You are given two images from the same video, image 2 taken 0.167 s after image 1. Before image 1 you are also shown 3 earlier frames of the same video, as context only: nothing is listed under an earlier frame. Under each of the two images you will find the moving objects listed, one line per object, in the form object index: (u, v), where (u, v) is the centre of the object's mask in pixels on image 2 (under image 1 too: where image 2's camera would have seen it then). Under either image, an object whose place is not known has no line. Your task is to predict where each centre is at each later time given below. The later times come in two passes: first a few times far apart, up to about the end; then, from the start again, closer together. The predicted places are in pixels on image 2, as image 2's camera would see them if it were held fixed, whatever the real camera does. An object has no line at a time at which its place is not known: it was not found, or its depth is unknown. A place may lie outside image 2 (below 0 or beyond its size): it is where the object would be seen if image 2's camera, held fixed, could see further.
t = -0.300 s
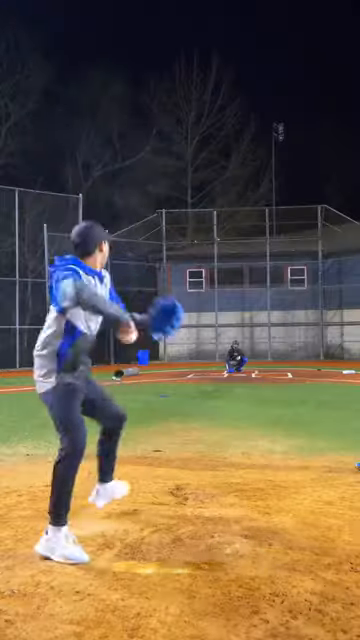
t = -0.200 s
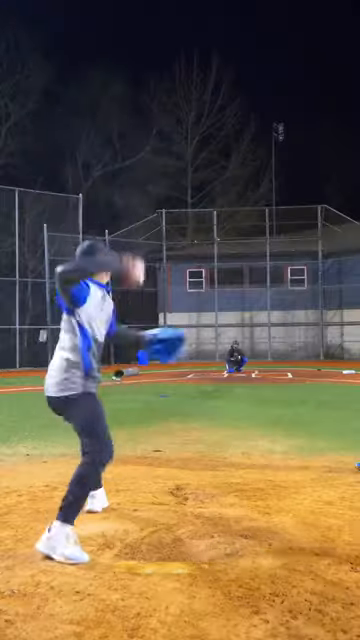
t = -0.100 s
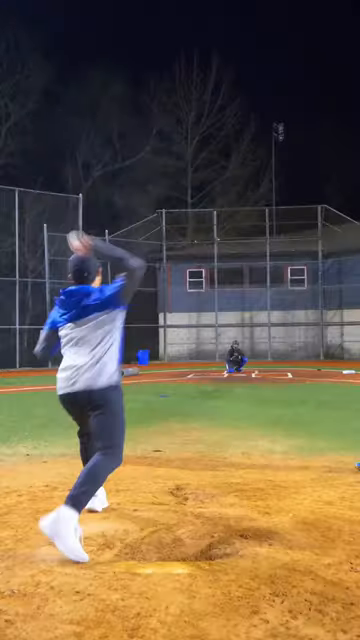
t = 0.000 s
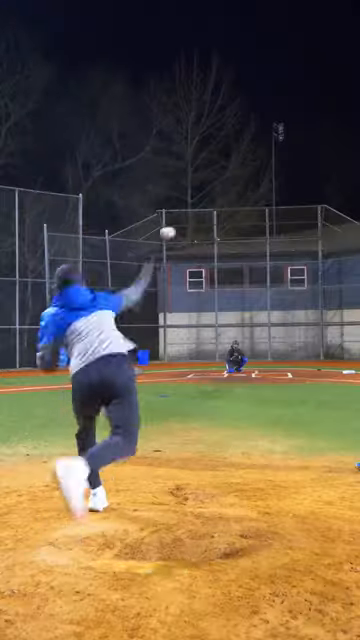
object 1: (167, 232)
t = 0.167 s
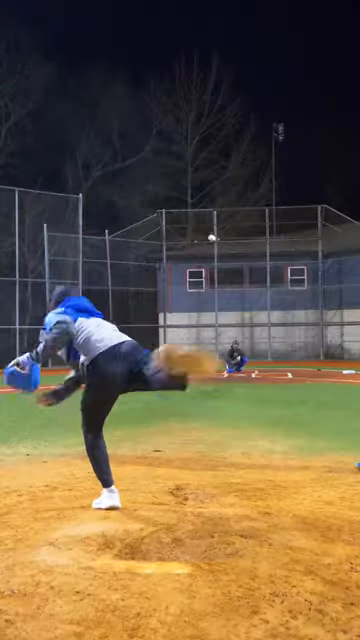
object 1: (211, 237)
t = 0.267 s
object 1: (221, 249)
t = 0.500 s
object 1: (231, 285)
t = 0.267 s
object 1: (221, 249)
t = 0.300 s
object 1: (223, 253)
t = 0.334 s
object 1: (225, 257)
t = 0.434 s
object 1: (230, 275)
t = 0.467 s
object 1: (231, 280)
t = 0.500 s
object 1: (231, 285)
